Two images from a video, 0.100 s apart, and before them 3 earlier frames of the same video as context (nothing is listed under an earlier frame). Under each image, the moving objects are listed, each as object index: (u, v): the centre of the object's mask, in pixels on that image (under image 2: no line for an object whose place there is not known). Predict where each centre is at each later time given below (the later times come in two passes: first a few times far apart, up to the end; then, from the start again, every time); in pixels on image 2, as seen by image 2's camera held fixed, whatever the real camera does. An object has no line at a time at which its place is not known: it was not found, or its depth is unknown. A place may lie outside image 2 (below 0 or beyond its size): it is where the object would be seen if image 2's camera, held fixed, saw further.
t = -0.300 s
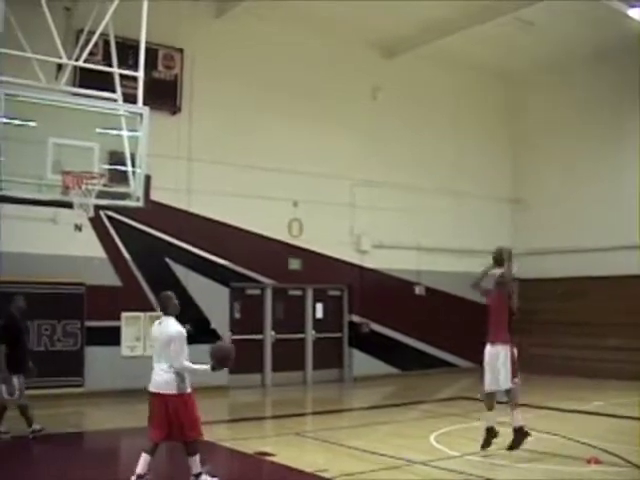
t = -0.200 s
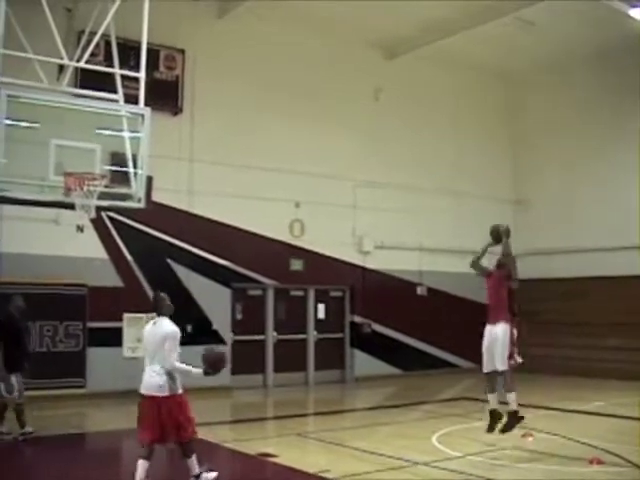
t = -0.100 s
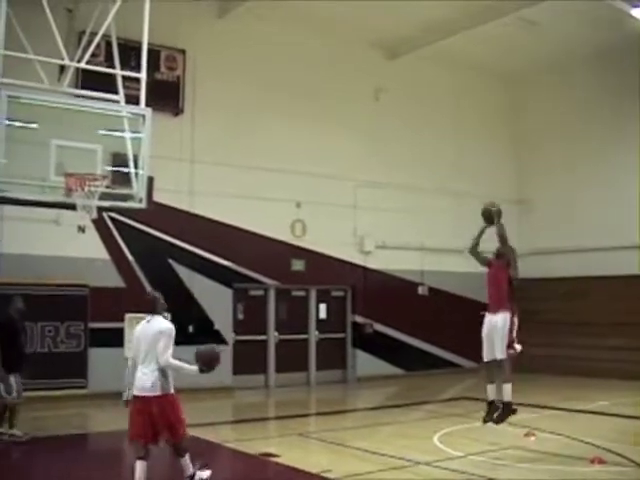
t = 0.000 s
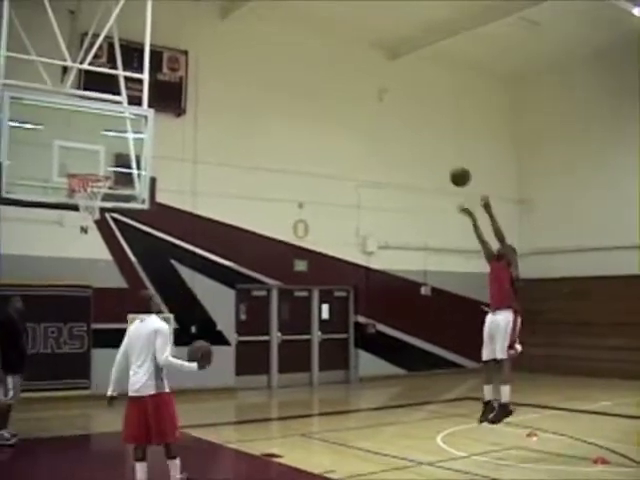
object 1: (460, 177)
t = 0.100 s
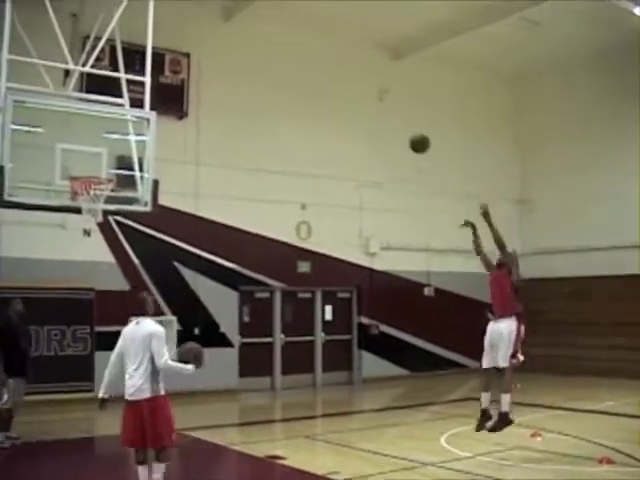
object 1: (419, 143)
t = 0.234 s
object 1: (363, 112)
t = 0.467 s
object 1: (266, 94)
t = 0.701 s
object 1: (169, 124)
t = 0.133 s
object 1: (405, 134)
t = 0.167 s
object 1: (391, 125)
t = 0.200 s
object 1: (377, 118)
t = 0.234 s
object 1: (363, 112)
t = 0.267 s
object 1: (349, 106)
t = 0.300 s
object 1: (335, 102)
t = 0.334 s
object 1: (321, 99)
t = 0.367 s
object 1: (306, 97)
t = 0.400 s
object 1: (292, 95)
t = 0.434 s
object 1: (279, 95)
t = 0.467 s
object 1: (266, 94)
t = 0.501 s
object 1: (252, 96)
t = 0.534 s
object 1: (238, 98)
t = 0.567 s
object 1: (224, 101)
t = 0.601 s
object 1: (210, 106)
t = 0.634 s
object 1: (197, 111)
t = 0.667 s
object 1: (184, 119)
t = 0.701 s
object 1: (169, 124)
